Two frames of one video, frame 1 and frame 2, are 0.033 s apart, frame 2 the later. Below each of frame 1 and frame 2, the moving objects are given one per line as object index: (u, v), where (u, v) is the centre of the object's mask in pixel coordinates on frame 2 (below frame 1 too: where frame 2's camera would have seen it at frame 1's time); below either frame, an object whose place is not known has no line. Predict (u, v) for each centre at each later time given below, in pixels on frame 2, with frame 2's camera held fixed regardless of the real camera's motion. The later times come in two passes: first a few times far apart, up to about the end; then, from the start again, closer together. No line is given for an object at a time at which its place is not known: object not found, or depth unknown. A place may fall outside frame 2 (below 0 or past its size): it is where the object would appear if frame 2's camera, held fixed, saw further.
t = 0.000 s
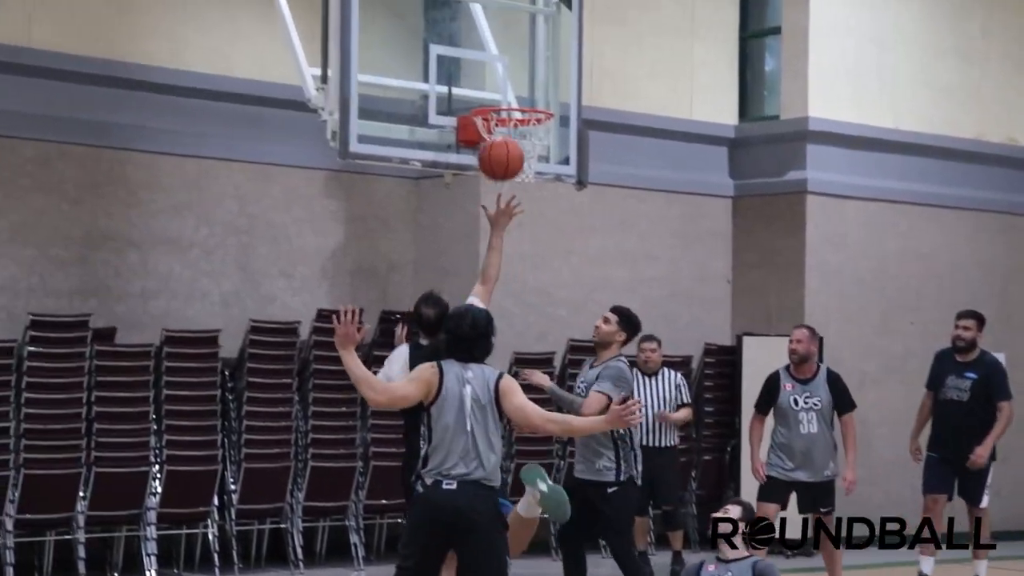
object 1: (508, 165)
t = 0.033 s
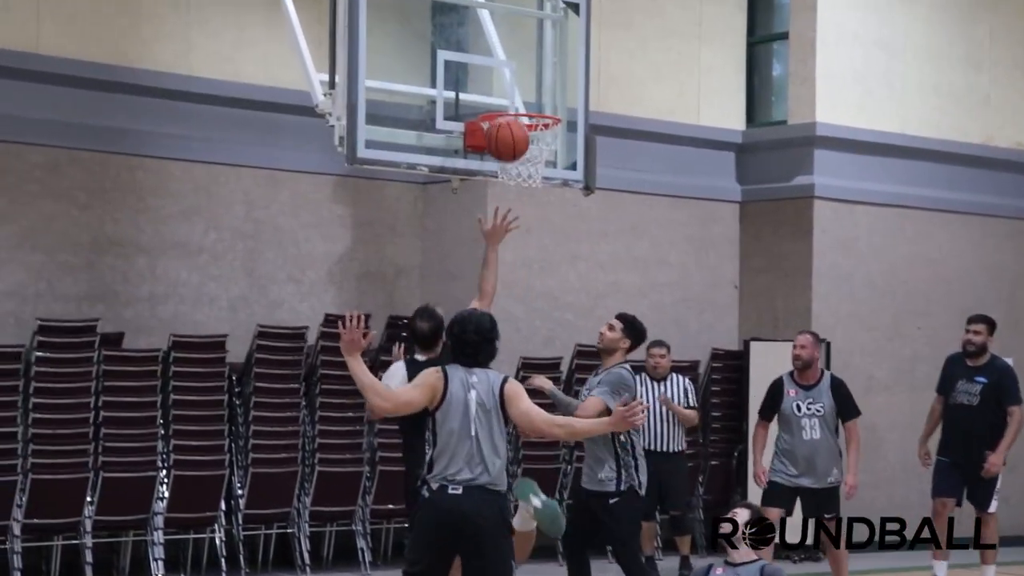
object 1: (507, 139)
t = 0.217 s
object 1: (496, 50)
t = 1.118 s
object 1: (538, 196)
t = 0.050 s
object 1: (505, 130)
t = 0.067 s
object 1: (505, 119)
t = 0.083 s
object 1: (504, 109)
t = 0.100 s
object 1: (503, 98)
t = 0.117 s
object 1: (502, 90)
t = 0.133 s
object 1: (501, 82)
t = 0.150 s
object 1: (500, 75)
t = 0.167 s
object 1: (499, 68)
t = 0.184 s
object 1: (498, 61)
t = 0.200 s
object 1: (497, 55)
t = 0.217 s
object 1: (496, 50)
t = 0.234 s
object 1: (496, 45)
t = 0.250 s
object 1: (495, 41)
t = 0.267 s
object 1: (493, 37)
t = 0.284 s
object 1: (493, 34)
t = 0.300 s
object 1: (492, 32)
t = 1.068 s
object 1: (540, 181)
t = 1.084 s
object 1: (539, 186)
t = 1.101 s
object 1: (538, 190)
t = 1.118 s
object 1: (538, 196)
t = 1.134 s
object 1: (537, 202)
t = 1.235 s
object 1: (532, 251)
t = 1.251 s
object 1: (531, 261)
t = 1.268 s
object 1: (530, 271)
